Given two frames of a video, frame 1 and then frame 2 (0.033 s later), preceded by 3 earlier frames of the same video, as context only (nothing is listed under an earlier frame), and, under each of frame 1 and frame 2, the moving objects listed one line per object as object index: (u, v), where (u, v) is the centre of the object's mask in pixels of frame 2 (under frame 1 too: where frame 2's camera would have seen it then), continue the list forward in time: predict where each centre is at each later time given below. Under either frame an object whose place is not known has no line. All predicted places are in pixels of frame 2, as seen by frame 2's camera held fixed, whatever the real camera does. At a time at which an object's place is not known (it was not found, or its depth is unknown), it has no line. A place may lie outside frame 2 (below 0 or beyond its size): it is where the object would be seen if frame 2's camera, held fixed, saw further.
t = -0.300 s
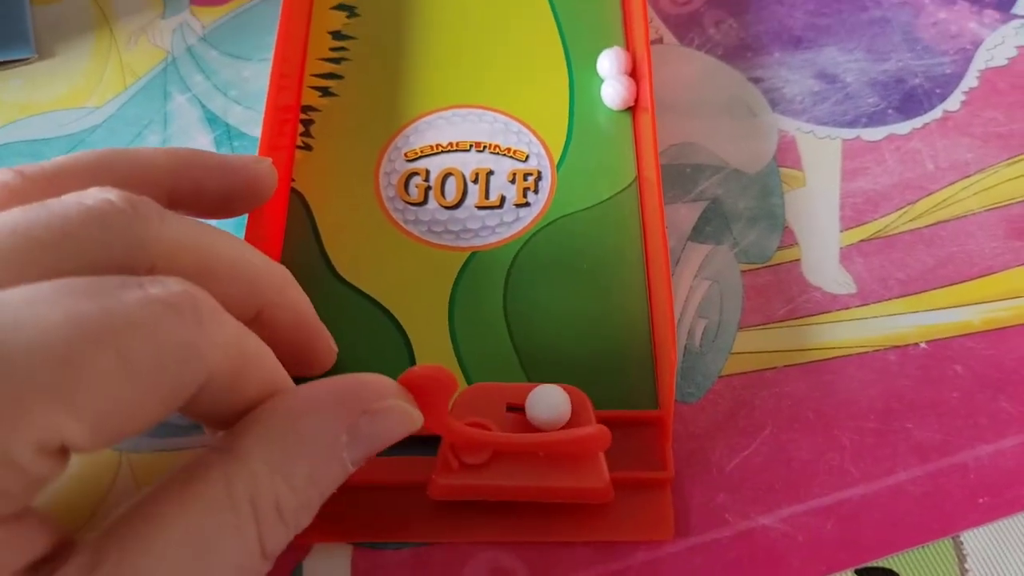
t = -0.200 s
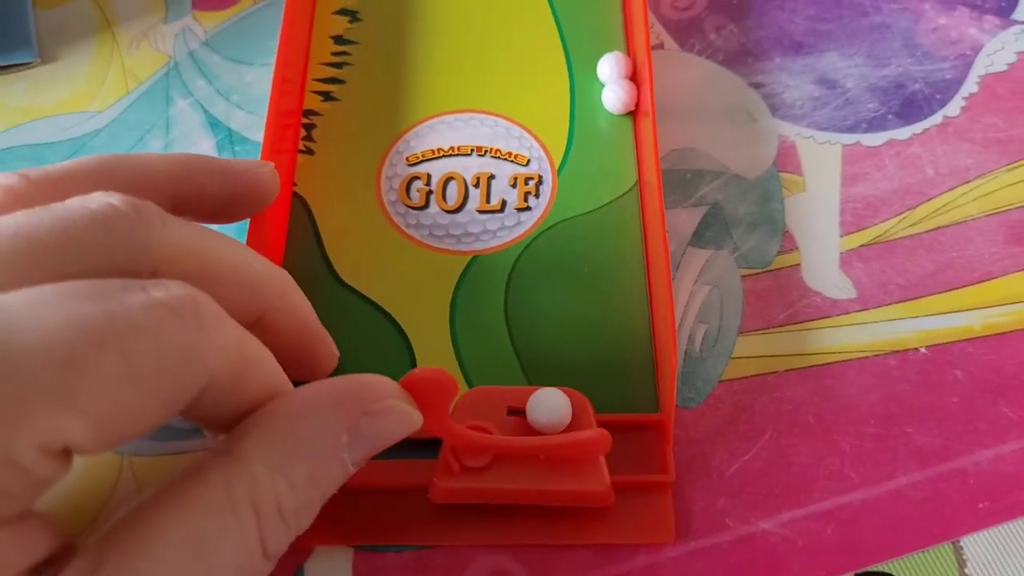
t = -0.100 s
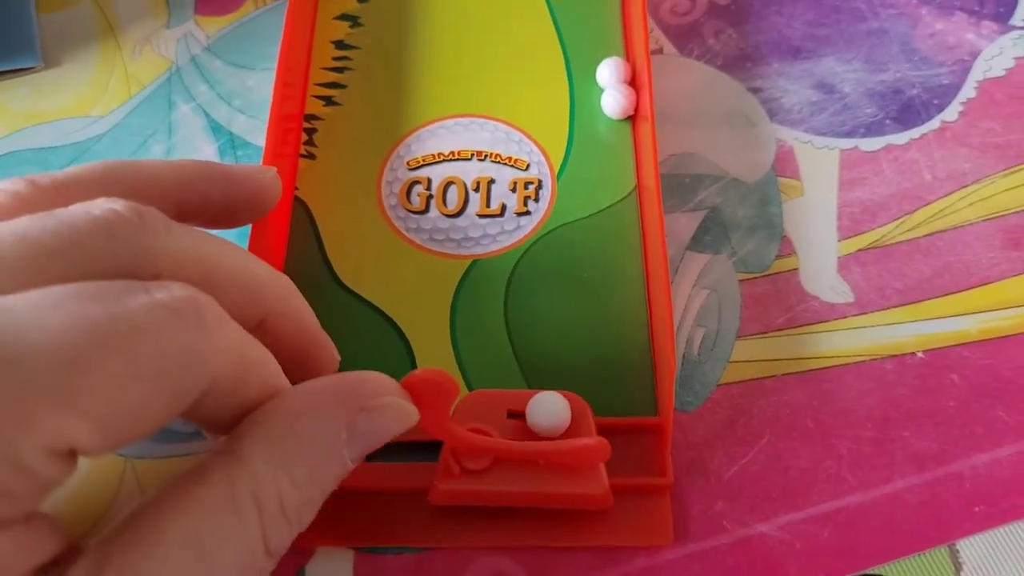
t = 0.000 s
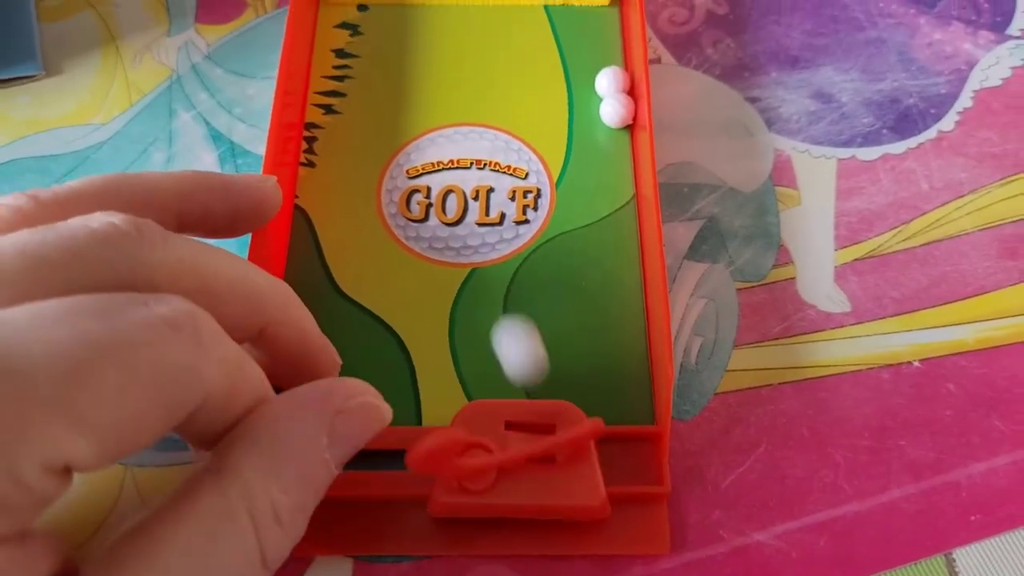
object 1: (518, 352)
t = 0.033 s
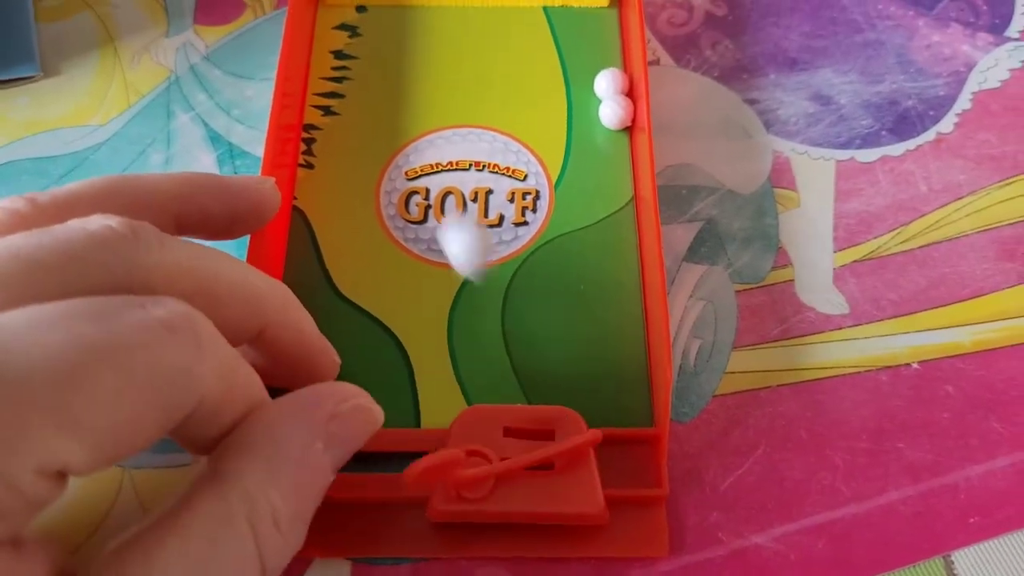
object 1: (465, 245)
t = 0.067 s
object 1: (412, 164)
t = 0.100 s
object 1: (372, 134)
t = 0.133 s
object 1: (342, 143)
